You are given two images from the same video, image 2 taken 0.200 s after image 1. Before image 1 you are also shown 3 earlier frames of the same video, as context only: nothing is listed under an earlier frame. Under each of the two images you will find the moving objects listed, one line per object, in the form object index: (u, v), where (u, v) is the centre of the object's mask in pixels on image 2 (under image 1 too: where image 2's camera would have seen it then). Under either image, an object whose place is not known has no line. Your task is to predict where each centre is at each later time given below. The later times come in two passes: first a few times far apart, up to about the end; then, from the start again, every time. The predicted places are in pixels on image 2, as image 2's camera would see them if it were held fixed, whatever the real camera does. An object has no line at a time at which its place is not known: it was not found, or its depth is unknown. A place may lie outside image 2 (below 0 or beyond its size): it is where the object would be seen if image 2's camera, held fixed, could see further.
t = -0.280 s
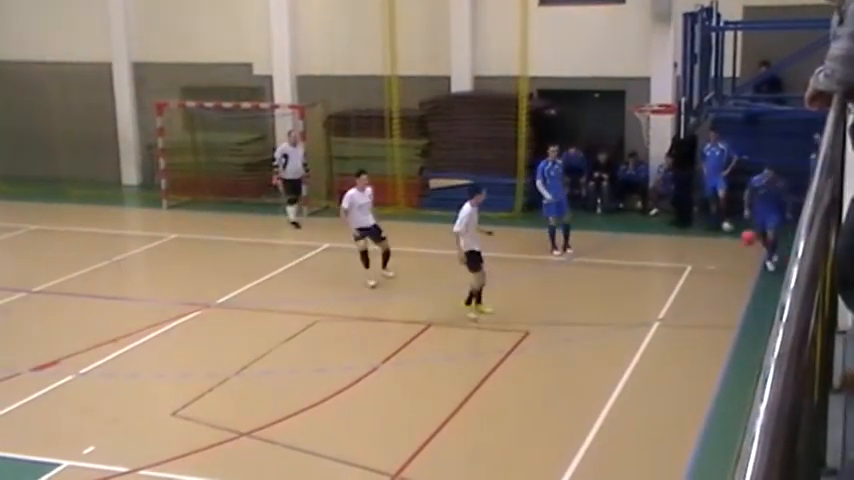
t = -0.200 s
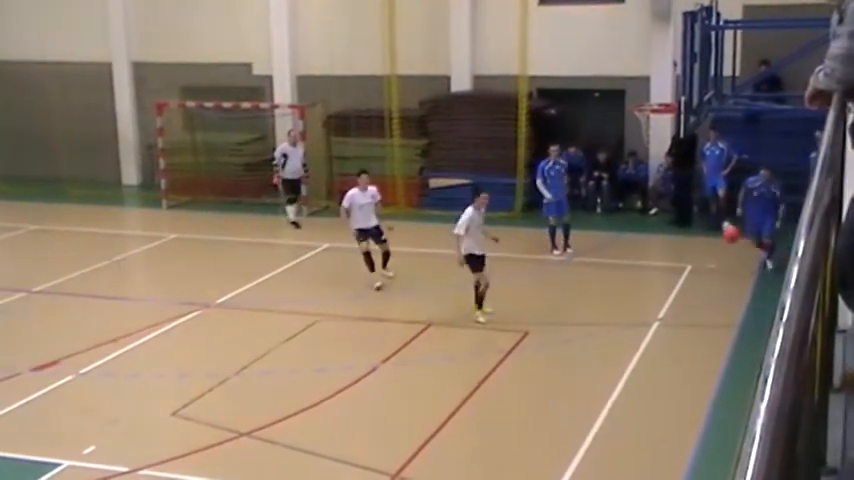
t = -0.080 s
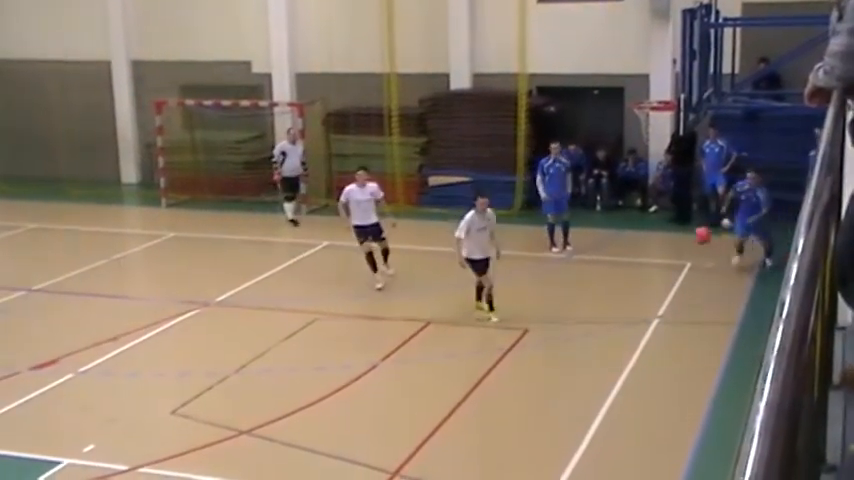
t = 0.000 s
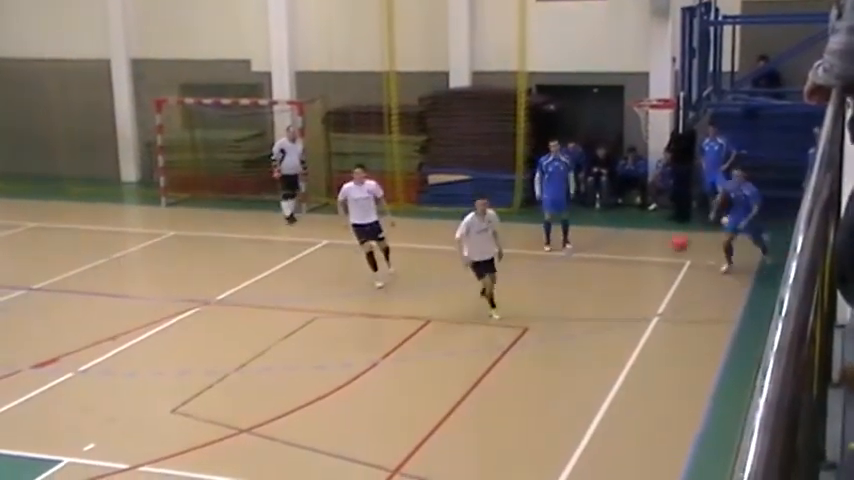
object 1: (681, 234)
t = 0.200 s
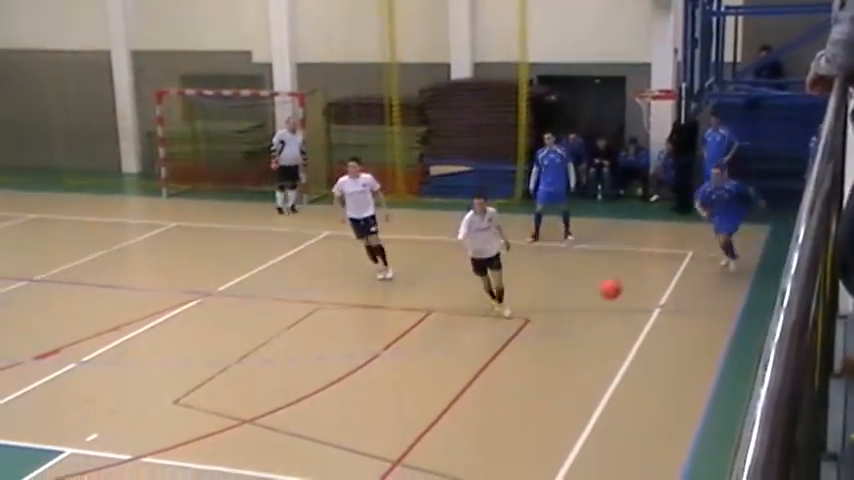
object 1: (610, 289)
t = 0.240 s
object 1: (593, 305)
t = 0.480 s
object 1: (466, 471)
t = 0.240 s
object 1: (593, 305)
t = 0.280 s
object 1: (574, 325)
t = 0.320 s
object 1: (556, 348)
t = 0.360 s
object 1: (535, 374)
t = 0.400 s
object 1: (513, 403)
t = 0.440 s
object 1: (490, 435)
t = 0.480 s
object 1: (466, 471)
